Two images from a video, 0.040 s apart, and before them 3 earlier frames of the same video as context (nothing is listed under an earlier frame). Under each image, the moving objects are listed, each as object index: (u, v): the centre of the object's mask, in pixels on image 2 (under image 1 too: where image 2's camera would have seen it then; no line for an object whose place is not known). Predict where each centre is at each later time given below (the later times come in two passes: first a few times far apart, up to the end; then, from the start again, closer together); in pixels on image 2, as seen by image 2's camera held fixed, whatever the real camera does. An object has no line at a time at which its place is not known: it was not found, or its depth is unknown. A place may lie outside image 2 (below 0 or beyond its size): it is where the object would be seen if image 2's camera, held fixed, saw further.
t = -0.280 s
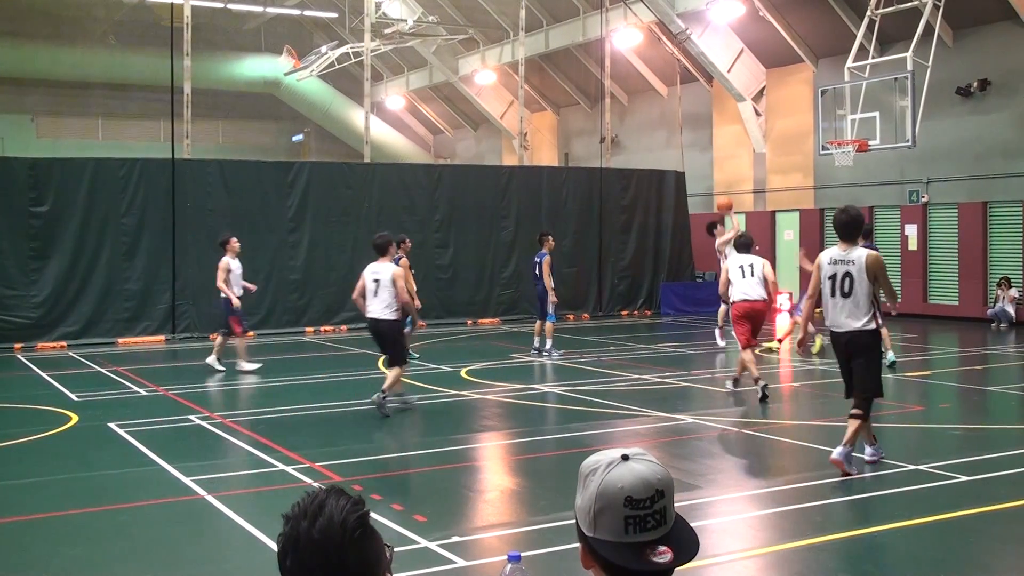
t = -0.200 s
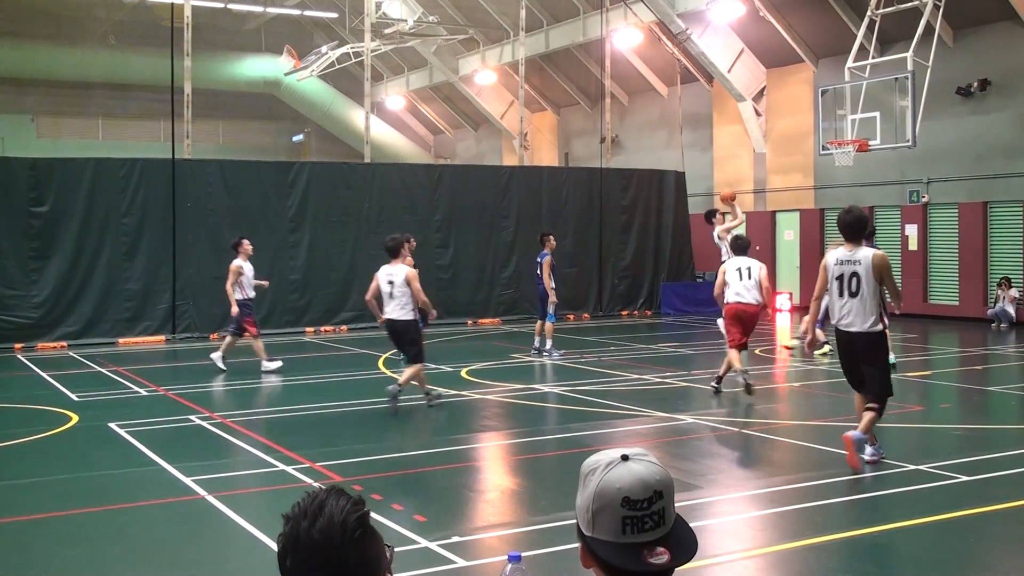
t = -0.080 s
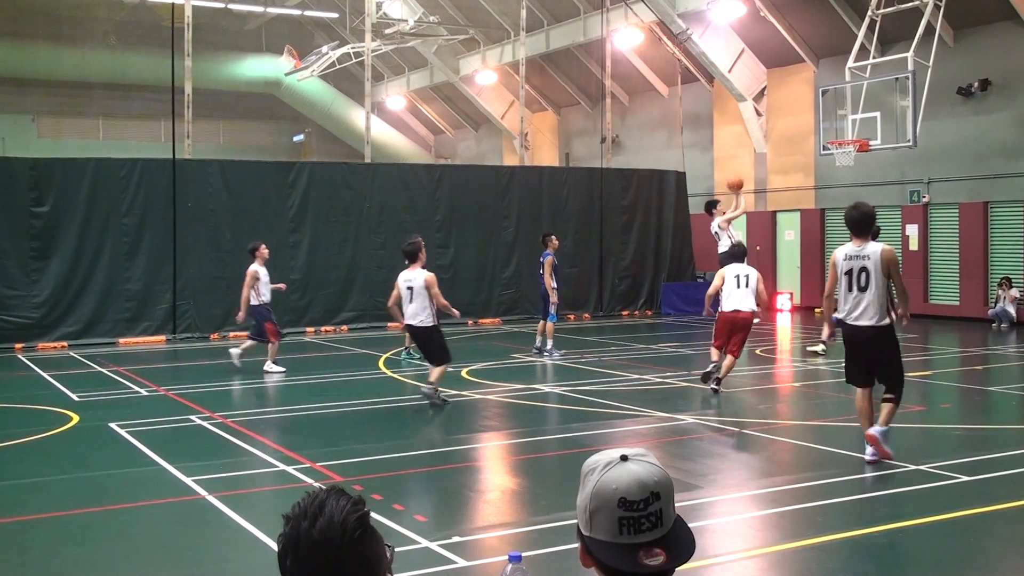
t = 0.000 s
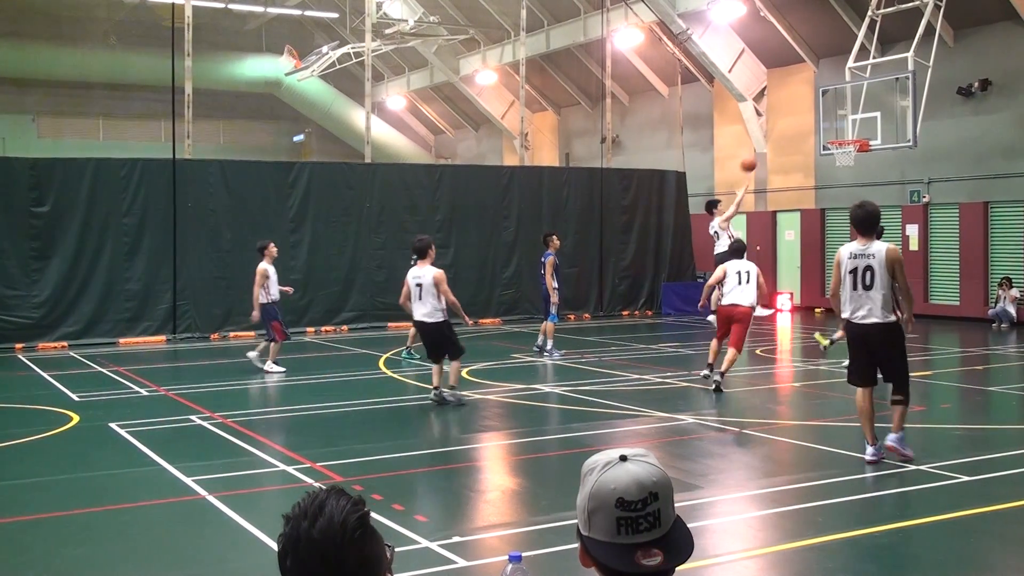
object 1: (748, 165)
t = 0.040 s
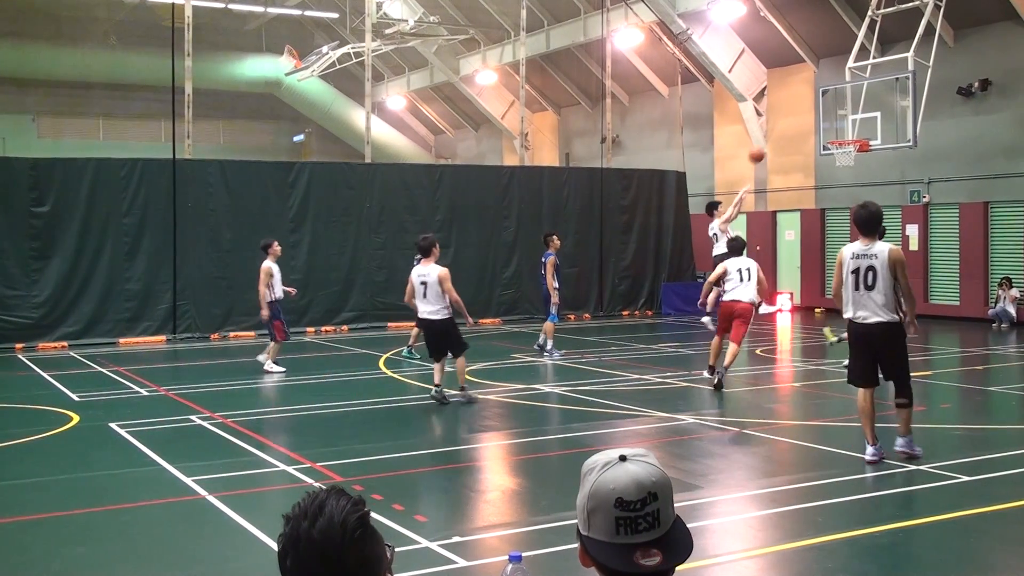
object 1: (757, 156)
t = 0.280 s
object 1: (806, 119)
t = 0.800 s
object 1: (852, 149)
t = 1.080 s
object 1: (848, 159)
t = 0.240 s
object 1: (798, 123)
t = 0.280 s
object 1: (806, 119)
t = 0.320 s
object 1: (814, 116)
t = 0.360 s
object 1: (822, 115)
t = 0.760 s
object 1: (849, 149)
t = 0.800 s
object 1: (852, 149)
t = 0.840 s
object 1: (854, 150)
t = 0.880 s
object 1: (854, 150)
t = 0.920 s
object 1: (854, 151)
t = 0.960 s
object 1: (853, 152)
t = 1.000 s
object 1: (852, 154)
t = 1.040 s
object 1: (850, 157)
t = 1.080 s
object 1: (848, 159)
